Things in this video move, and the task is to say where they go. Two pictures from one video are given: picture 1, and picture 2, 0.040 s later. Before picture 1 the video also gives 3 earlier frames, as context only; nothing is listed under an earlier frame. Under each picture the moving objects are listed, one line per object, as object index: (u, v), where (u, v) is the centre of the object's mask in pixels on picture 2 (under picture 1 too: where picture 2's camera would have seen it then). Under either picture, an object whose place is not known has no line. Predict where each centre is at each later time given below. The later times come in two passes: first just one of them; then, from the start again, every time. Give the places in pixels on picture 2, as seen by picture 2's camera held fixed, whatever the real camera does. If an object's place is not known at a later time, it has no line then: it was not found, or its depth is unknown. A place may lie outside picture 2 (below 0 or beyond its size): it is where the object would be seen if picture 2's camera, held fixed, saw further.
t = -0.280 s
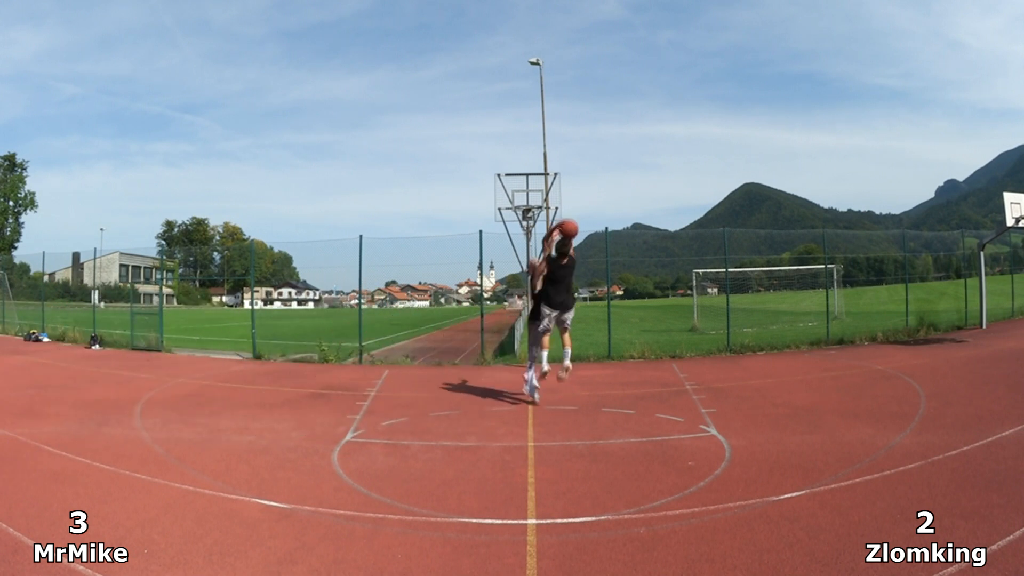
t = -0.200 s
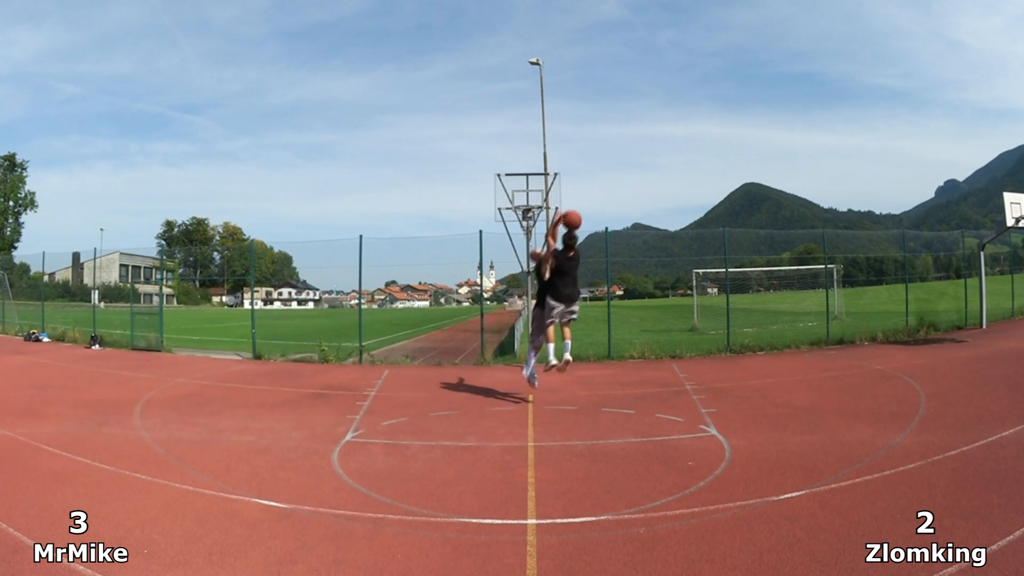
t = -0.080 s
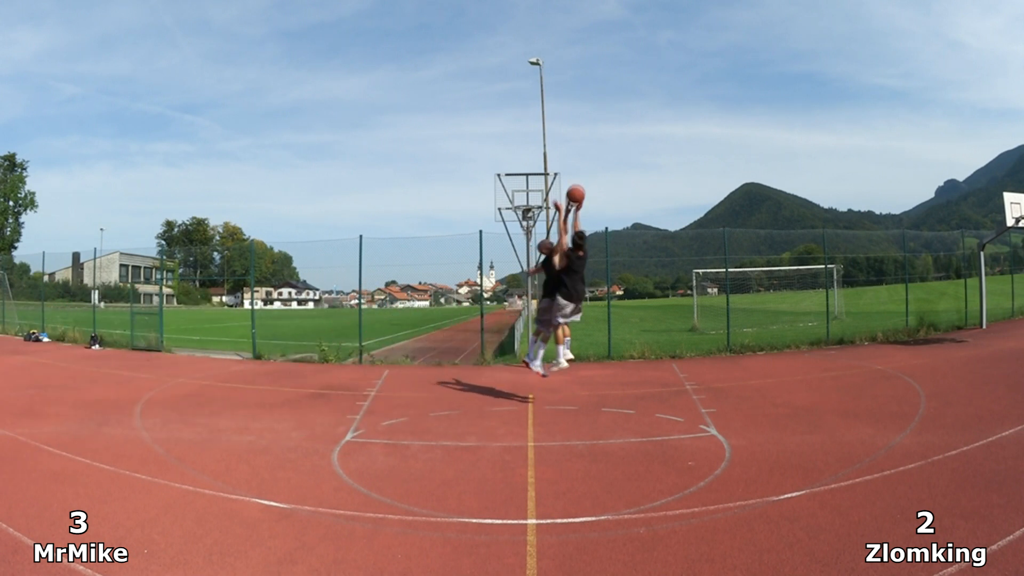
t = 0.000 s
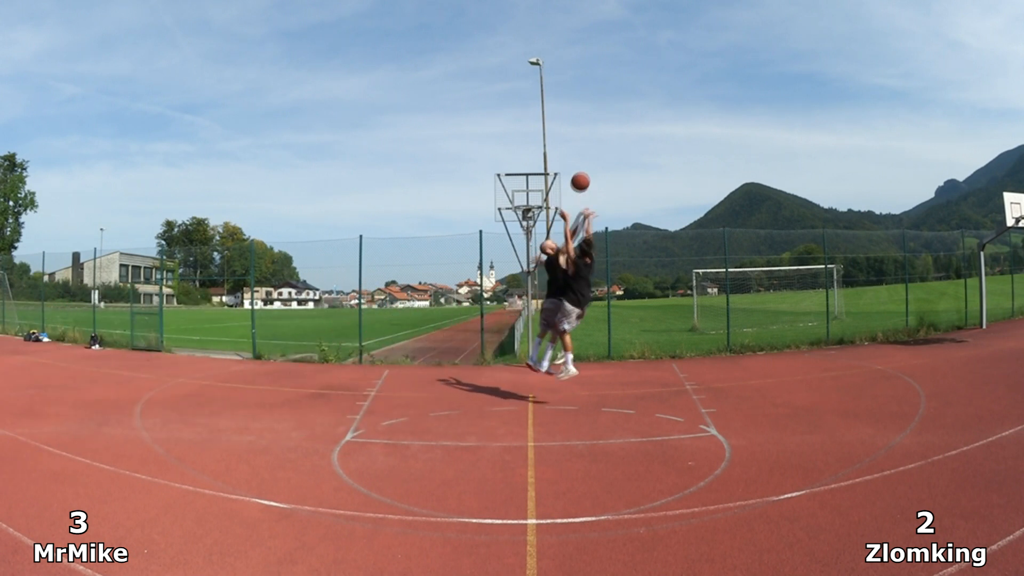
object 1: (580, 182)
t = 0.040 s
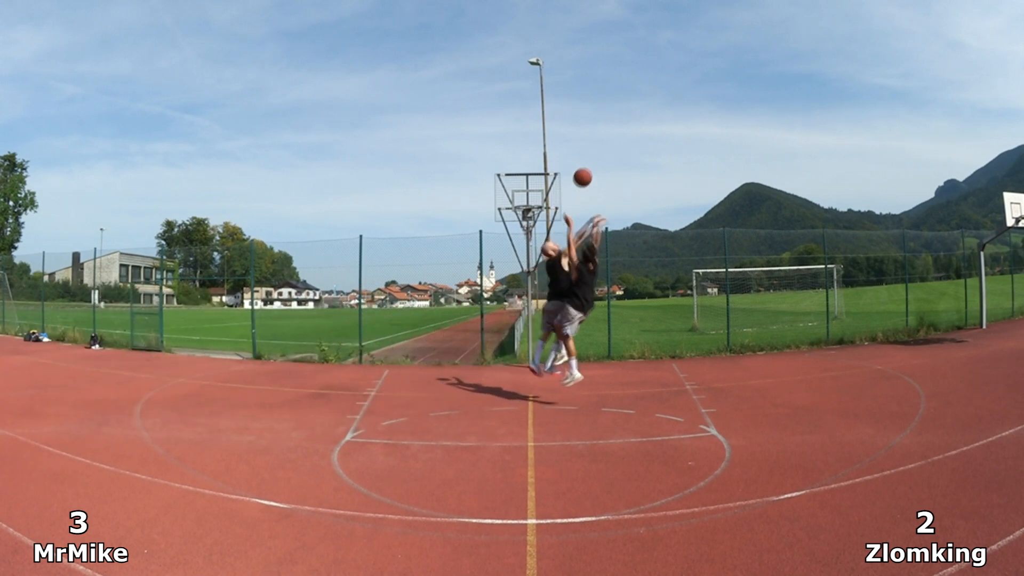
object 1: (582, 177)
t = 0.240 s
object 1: (595, 172)
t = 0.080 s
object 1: (585, 173)
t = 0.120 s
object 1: (588, 171)
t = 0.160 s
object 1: (590, 171)
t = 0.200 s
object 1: (592, 171)
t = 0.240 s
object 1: (595, 172)
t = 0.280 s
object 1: (597, 174)
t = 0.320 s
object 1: (600, 177)
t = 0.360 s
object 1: (602, 182)
